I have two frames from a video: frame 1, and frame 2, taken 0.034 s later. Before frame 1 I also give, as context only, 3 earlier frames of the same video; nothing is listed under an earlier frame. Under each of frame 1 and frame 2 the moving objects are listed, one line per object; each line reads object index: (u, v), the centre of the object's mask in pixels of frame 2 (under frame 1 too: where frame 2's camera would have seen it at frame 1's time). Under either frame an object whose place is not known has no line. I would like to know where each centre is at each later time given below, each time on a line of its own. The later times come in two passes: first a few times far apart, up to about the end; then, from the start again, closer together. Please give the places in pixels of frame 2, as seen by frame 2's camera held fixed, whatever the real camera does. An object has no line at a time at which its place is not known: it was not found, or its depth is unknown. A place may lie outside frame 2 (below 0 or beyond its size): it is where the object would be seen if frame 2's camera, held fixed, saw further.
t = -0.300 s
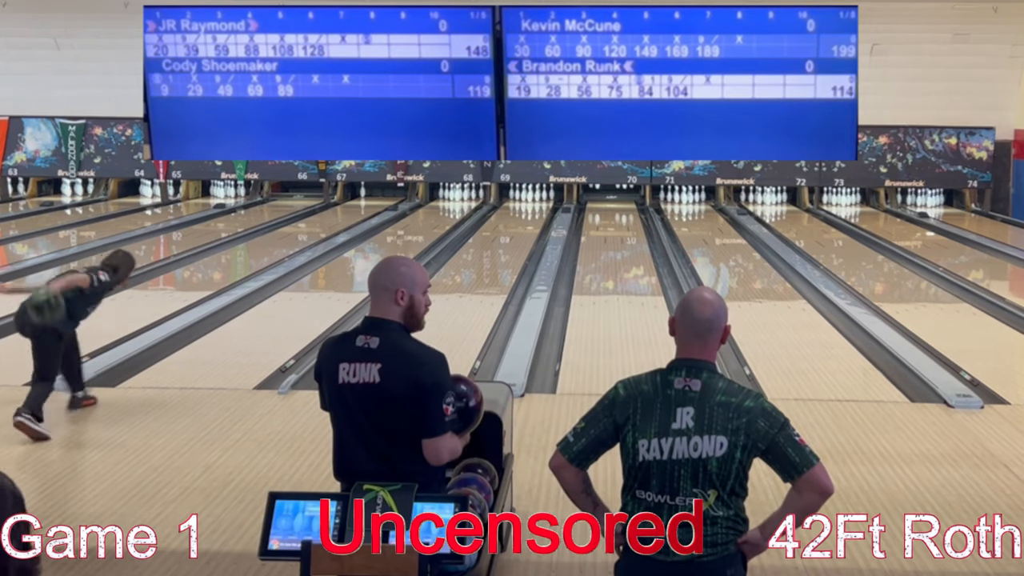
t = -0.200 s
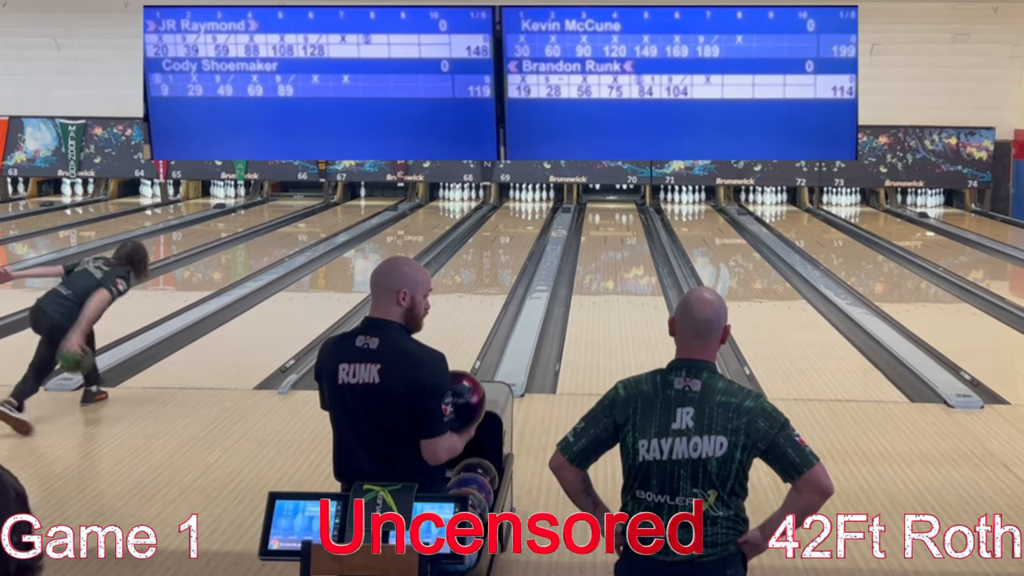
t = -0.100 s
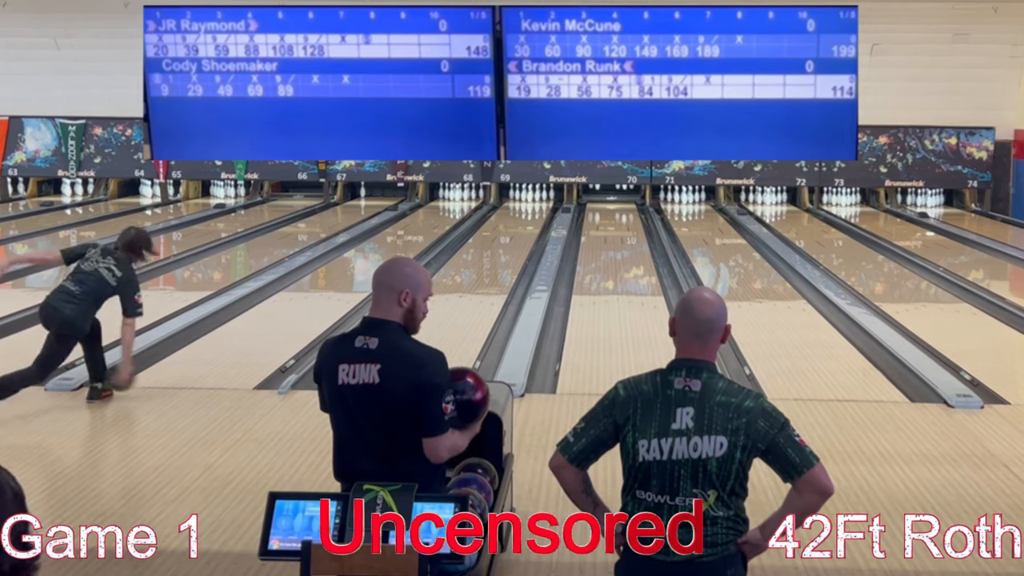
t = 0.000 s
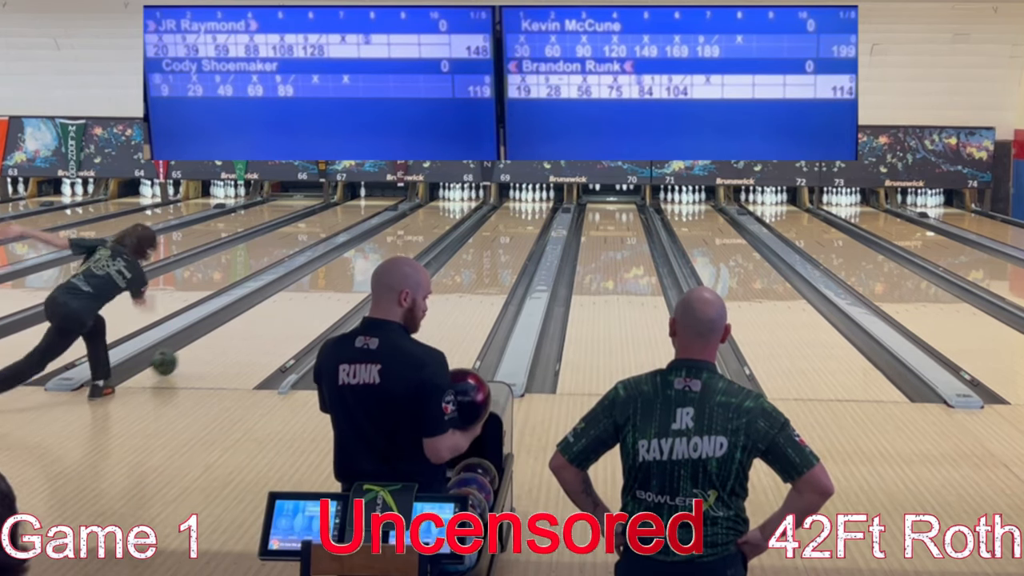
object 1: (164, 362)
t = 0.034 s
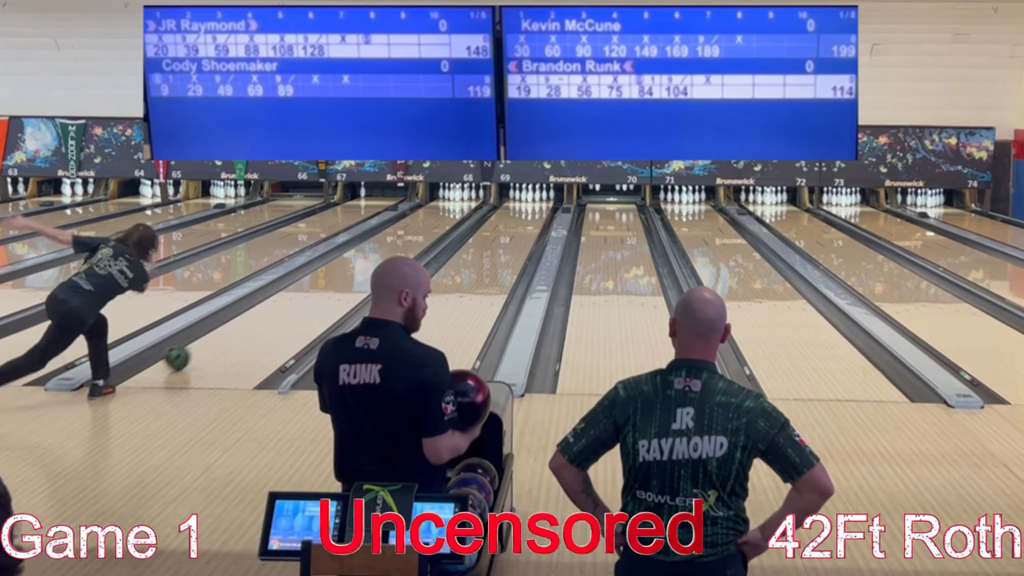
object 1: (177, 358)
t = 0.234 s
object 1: (243, 324)
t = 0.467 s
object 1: (299, 295)
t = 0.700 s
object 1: (343, 272)
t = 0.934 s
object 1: (376, 254)
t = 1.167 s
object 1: (402, 240)
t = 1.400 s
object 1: (424, 229)
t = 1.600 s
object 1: (439, 220)
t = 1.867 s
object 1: (453, 211)
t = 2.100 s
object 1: (459, 204)
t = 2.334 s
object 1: (460, 198)
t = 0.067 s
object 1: (190, 351)
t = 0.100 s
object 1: (201, 345)
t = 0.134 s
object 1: (212, 340)
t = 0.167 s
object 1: (223, 335)
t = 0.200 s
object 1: (233, 329)
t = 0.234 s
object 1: (243, 324)
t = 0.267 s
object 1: (252, 319)
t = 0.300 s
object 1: (261, 315)
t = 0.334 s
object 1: (269, 311)
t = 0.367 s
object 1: (277, 306)
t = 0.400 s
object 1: (285, 302)
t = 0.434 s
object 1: (292, 299)
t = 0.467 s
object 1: (299, 295)
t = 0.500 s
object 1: (306, 291)
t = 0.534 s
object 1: (313, 288)
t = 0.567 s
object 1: (319, 284)
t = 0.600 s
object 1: (325, 281)
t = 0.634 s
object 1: (331, 278)
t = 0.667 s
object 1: (337, 276)
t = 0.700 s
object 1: (343, 272)
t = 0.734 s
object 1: (348, 269)
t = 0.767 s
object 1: (353, 267)
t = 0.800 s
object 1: (358, 264)
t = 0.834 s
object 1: (363, 261)
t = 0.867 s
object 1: (367, 259)
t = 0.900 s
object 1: (371, 256)
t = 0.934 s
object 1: (376, 254)
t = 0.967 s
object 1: (380, 251)
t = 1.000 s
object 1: (384, 249)
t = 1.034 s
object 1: (388, 247)
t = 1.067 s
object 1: (392, 246)
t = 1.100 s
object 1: (395, 243)
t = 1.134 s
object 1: (399, 242)
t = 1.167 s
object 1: (402, 240)
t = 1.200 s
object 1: (405, 239)
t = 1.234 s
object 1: (409, 237)
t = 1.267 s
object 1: (413, 235)
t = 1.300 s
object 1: (416, 233)
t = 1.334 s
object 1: (419, 232)
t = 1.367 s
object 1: (422, 230)
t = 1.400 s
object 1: (424, 229)
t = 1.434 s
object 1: (427, 227)
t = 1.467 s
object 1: (430, 225)
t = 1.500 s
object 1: (432, 224)
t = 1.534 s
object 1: (435, 223)
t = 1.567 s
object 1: (437, 222)
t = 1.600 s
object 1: (439, 220)
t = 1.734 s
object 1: (447, 215)
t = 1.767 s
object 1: (448, 214)
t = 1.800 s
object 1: (451, 213)
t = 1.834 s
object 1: (452, 212)
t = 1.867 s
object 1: (453, 211)
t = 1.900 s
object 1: (454, 210)
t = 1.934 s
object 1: (456, 209)
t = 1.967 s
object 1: (457, 208)
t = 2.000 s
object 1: (457, 207)
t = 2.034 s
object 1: (458, 206)
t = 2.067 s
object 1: (459, 205)
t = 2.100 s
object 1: (459, 204)
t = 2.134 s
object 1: (460, 203)
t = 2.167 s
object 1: (460, 202)
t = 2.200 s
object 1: (460, 201)
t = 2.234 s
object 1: (460, 200)
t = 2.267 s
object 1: (461, 200)
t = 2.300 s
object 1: (461, 199)
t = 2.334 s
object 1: (460, 198)
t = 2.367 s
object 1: (460, 197)
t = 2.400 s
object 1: (461, 197)
